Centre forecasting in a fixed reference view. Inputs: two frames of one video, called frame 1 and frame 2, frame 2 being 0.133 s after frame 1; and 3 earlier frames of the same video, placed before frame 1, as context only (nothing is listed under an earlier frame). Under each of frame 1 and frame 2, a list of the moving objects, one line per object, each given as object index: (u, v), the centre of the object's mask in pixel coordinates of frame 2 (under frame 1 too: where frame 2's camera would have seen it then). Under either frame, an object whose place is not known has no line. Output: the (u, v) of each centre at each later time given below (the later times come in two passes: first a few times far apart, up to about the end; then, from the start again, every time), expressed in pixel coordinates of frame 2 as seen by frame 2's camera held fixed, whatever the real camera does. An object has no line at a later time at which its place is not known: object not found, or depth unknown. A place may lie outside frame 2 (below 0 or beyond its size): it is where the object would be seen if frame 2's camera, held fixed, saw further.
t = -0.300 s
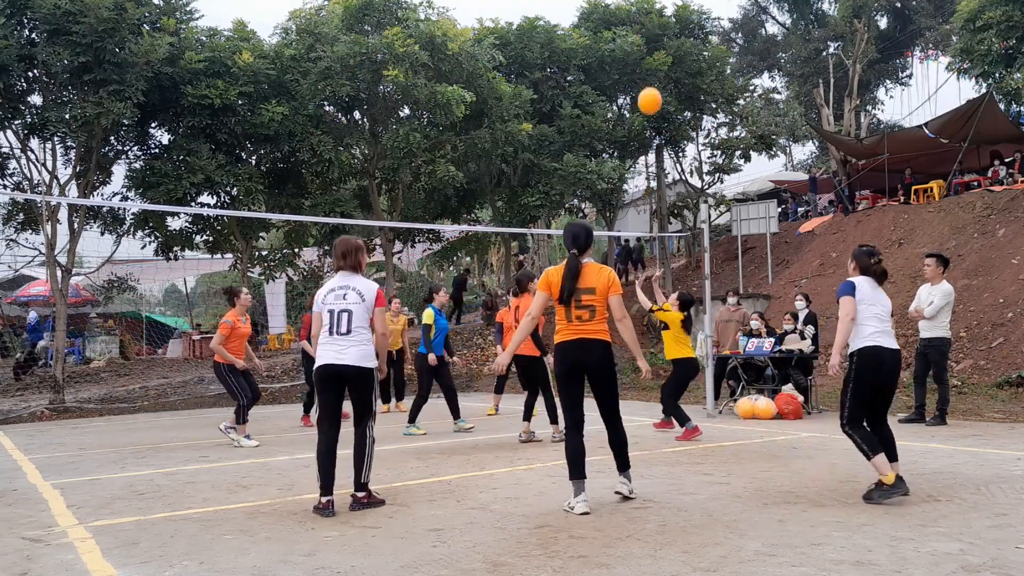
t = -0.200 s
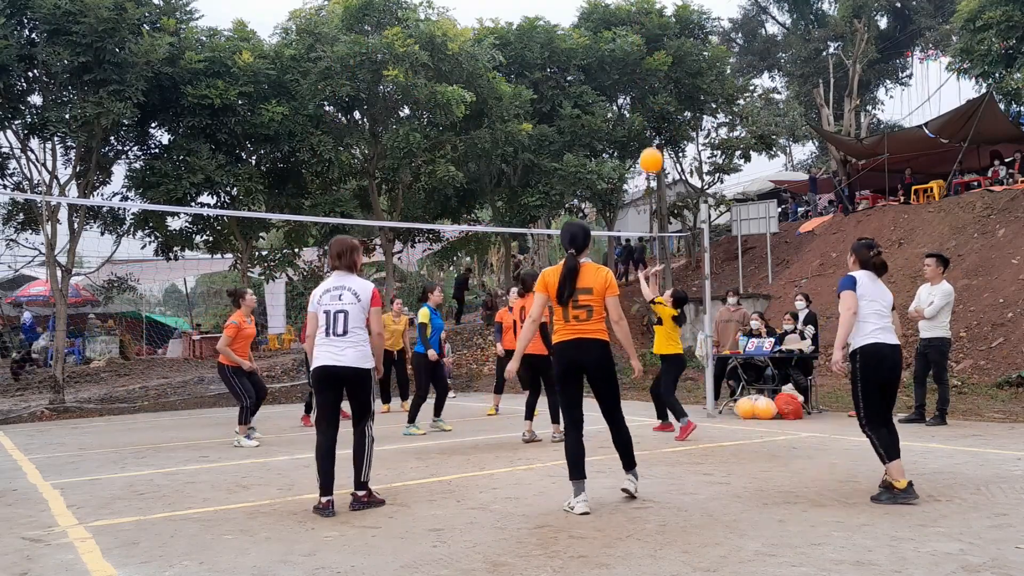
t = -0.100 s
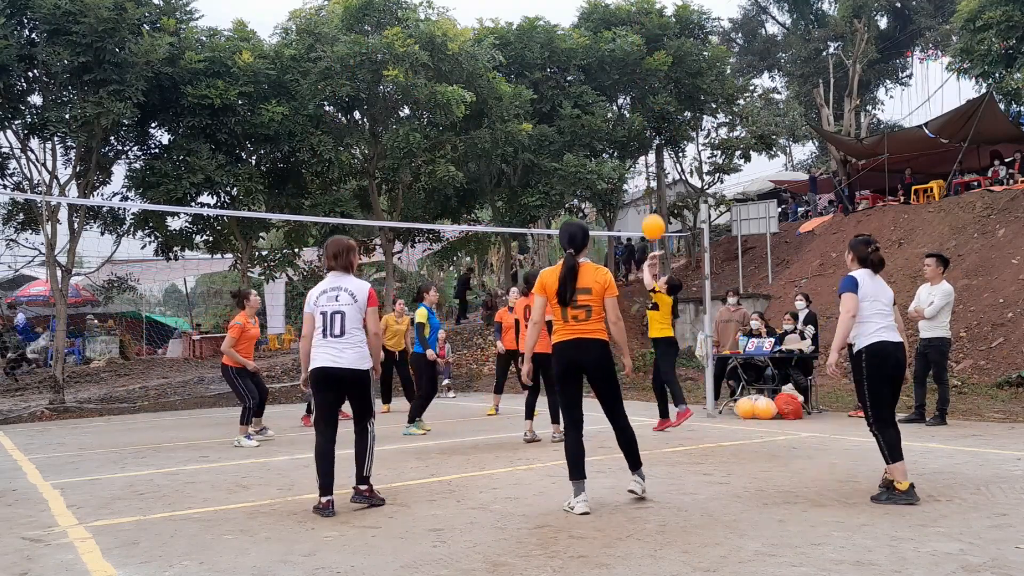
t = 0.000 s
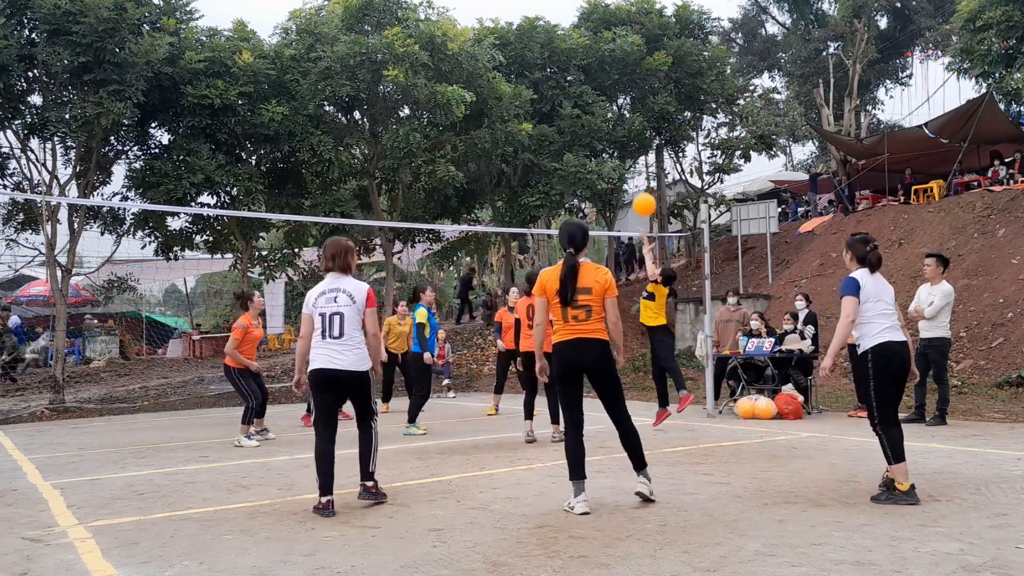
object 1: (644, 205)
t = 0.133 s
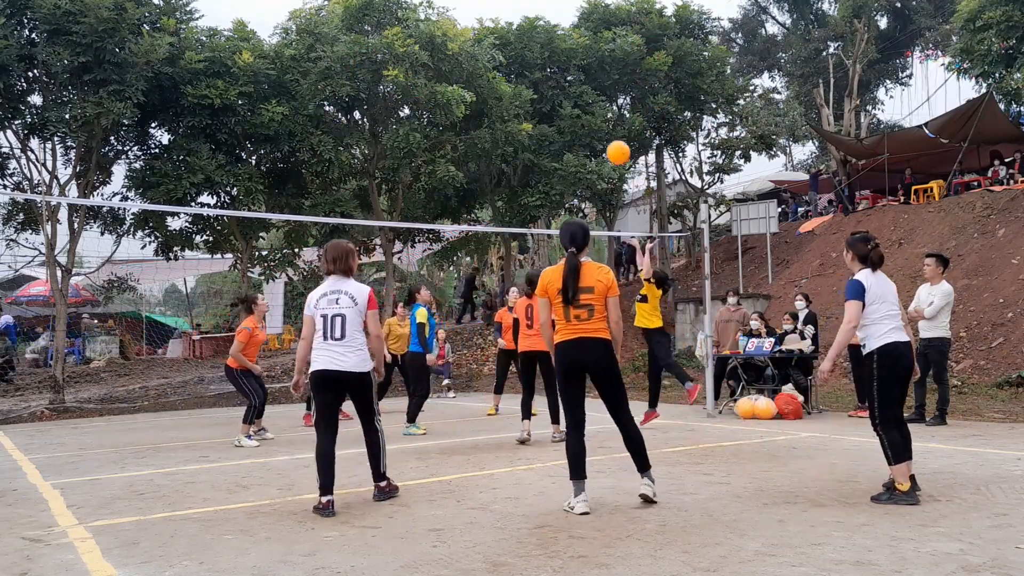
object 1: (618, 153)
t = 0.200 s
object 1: (606, 133)
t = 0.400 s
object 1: (568, 100)
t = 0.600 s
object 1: (532, 104)
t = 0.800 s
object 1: (497, 145)
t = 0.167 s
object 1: (612, 142)
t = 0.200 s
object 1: (606, 133)
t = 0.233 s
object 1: (599, 125)
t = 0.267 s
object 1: (593, 118)
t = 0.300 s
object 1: (587, 112)
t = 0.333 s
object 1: (580, 107)
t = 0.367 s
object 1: (574, 103)
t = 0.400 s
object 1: (568, 100)
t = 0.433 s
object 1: (562, 98)
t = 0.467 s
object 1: (556, 97)
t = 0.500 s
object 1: (550, 97)
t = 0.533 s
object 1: (544, 98)
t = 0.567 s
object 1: (538, 101)
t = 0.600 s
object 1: (532, 104)
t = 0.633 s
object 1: (526, 109)
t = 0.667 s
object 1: (521, 114)
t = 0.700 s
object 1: (515, 121)
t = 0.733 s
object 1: (509, 128)
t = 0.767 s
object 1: (503, 136)
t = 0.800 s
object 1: (497, 145)
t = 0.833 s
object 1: (492, 156)
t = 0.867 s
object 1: (486, 167)
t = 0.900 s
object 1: (481, 180)
